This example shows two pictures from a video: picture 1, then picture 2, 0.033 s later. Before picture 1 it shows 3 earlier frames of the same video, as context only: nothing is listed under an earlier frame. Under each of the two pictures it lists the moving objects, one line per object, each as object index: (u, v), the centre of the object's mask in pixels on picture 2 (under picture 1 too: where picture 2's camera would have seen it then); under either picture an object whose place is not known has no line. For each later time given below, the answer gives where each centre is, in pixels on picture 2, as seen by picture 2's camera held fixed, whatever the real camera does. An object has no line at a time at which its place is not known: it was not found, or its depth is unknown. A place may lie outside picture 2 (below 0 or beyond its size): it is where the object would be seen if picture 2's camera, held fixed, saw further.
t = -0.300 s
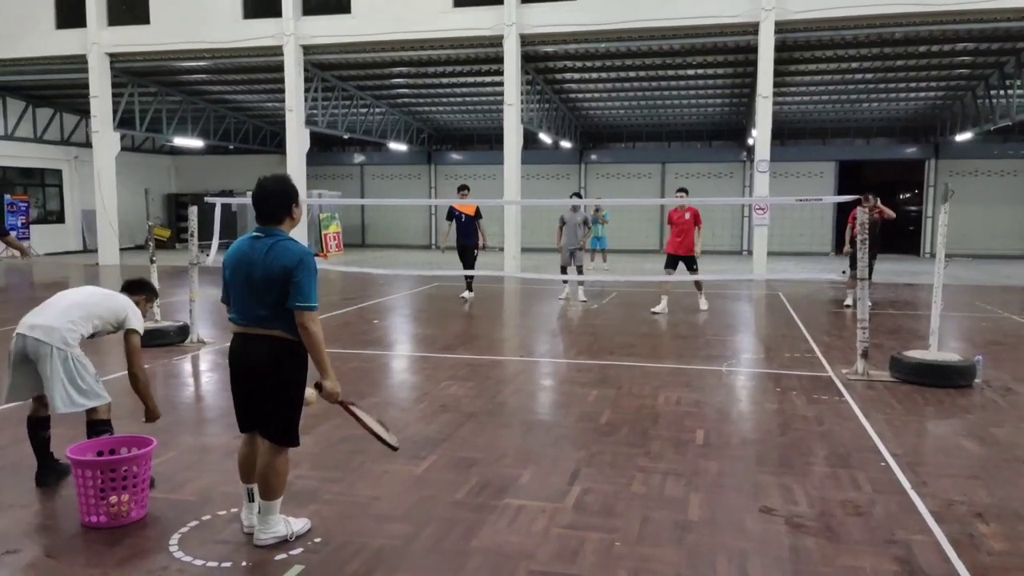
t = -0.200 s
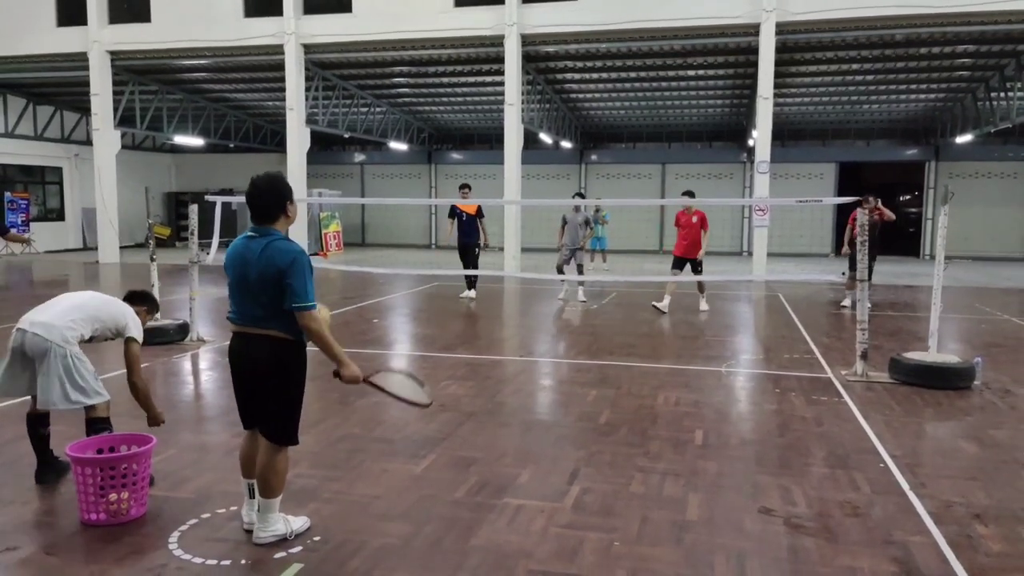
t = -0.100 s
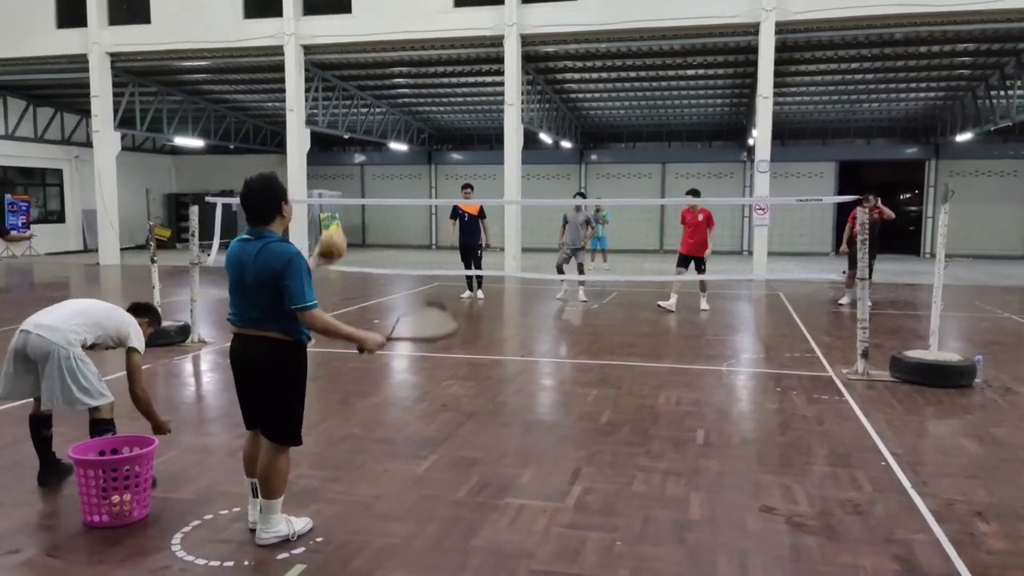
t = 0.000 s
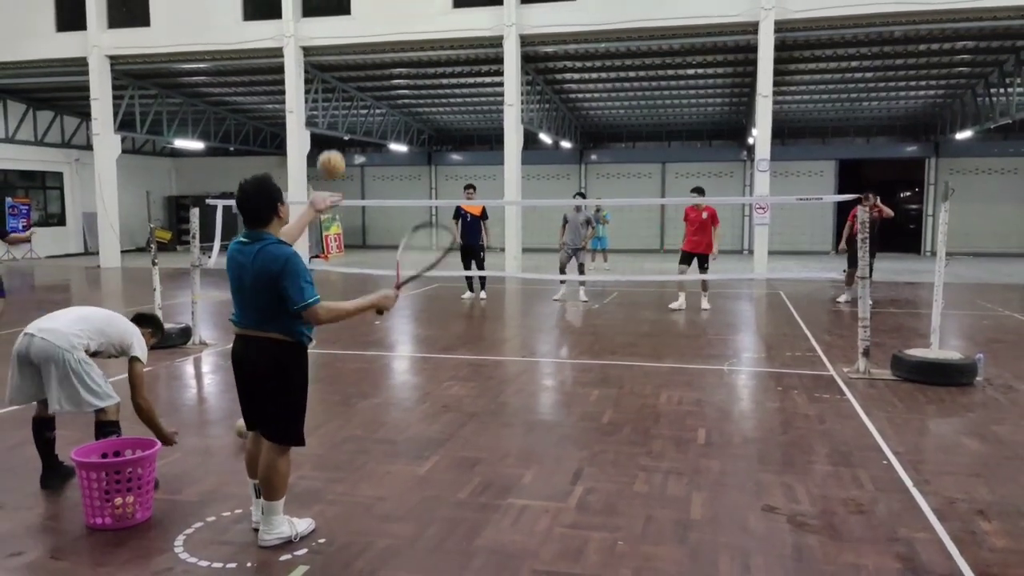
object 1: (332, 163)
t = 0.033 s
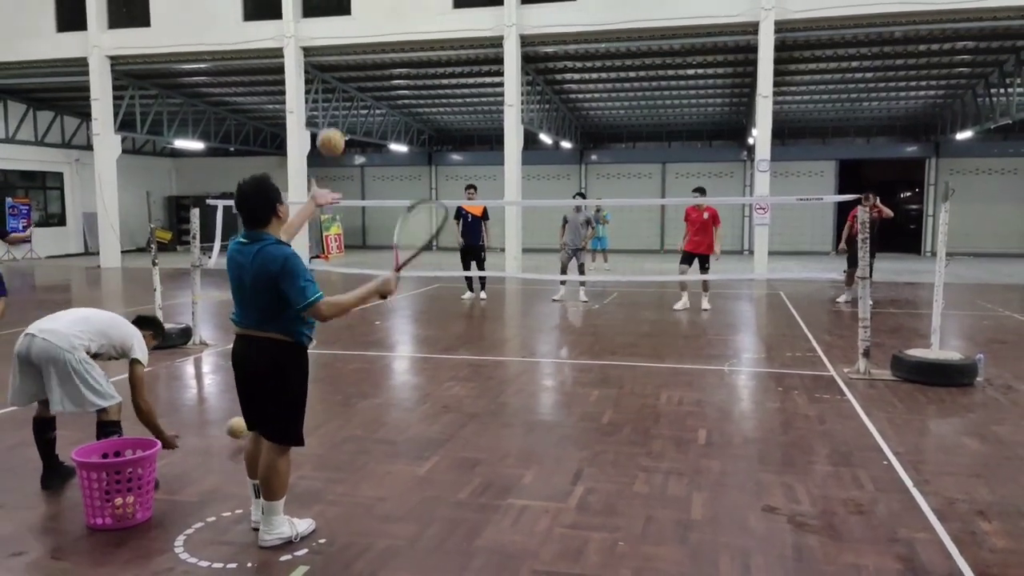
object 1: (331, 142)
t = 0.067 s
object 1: (330, 113)
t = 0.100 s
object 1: (328, 93)
